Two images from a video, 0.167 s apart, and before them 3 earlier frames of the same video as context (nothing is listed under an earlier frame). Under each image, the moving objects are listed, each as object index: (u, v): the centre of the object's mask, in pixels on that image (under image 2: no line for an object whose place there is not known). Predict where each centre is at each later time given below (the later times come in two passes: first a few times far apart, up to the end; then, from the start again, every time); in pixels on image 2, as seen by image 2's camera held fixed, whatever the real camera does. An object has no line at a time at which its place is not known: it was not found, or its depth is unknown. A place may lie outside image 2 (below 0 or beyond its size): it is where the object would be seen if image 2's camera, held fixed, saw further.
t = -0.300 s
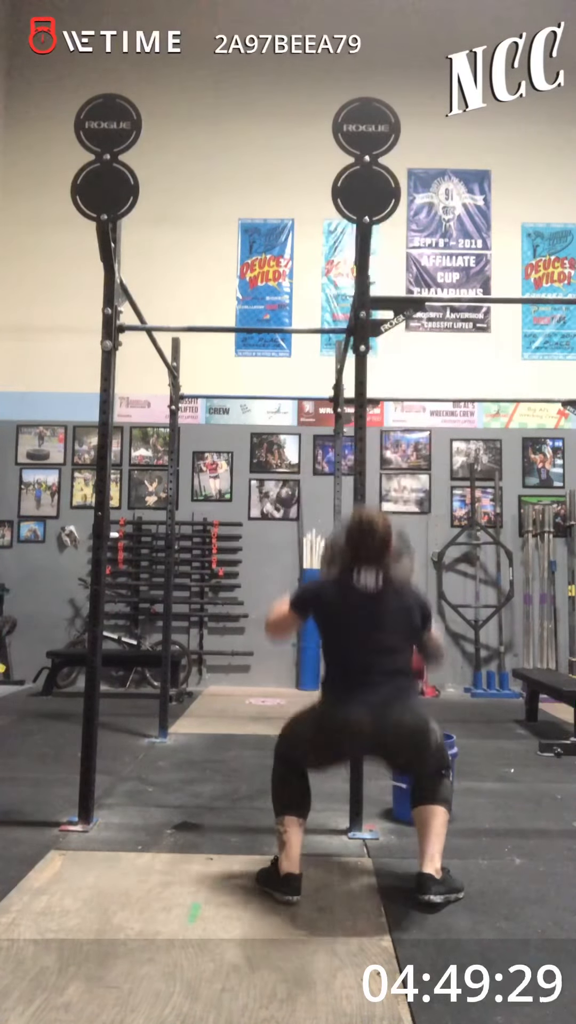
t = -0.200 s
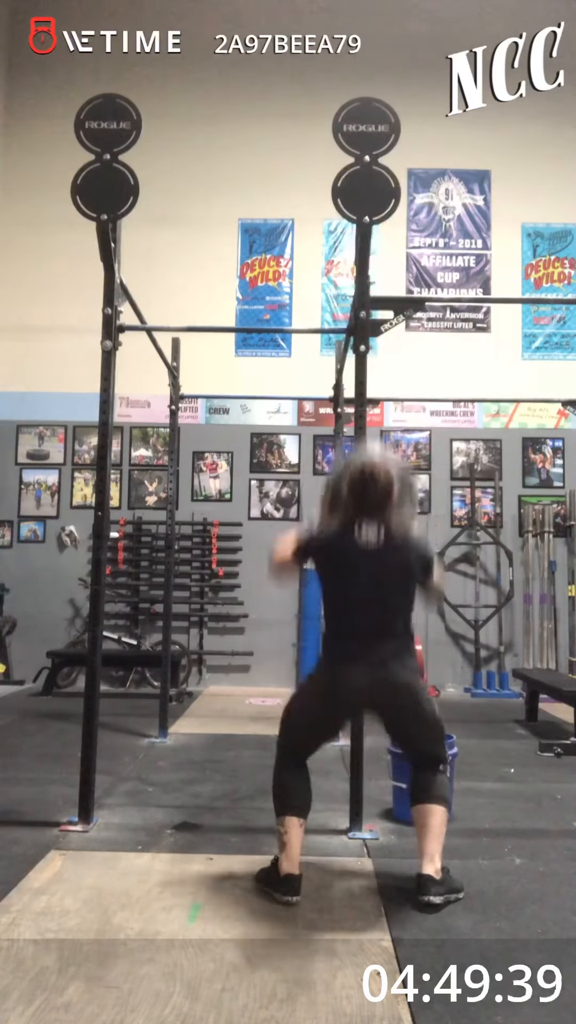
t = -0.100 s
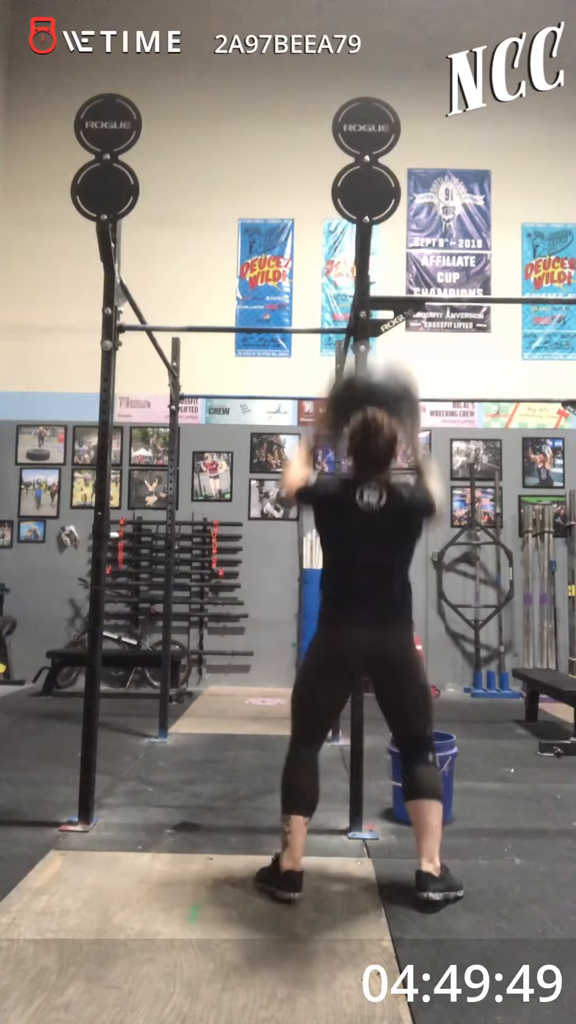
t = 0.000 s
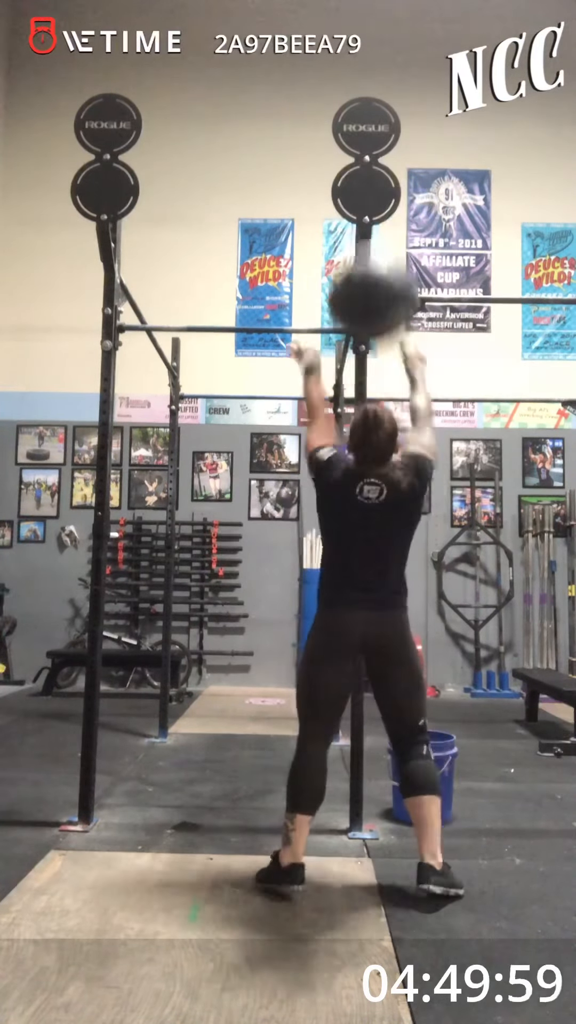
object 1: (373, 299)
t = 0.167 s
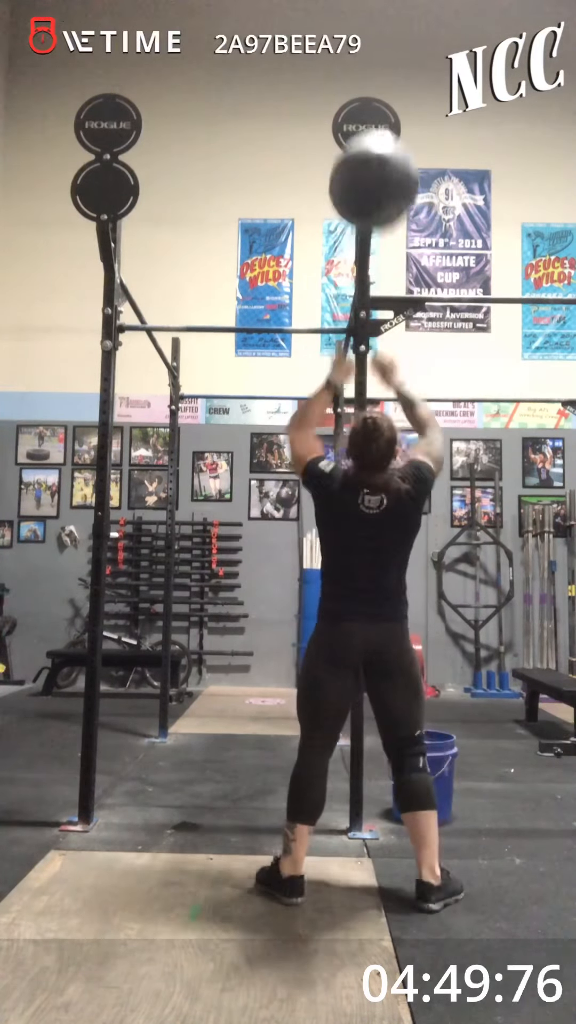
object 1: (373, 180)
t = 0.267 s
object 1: (373, 143)
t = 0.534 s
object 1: (371, 153)
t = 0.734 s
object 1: (369, 258)
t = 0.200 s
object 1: (373, 163)
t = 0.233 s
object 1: (373, 152)
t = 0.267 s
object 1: (373, 143)
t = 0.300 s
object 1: (373, 139)
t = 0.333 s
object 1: (373, 136)
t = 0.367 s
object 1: (373, 134)
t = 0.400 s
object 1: (373, 135)
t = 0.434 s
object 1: (372, 138)
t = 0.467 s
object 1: (372, 141)
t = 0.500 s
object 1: (372, 146)
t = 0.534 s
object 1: (371, 153)
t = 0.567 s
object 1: (371, 166)
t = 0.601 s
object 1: (370, 178)
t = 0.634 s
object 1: (371, 193)
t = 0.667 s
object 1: (370, 210)
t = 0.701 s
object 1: (370, 232)
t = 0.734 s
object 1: (369, 258)
